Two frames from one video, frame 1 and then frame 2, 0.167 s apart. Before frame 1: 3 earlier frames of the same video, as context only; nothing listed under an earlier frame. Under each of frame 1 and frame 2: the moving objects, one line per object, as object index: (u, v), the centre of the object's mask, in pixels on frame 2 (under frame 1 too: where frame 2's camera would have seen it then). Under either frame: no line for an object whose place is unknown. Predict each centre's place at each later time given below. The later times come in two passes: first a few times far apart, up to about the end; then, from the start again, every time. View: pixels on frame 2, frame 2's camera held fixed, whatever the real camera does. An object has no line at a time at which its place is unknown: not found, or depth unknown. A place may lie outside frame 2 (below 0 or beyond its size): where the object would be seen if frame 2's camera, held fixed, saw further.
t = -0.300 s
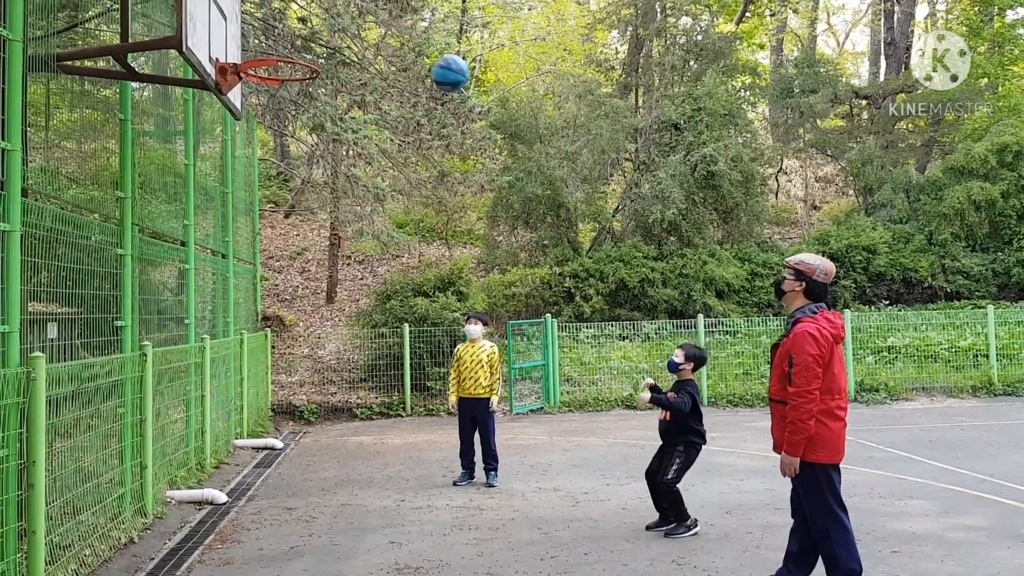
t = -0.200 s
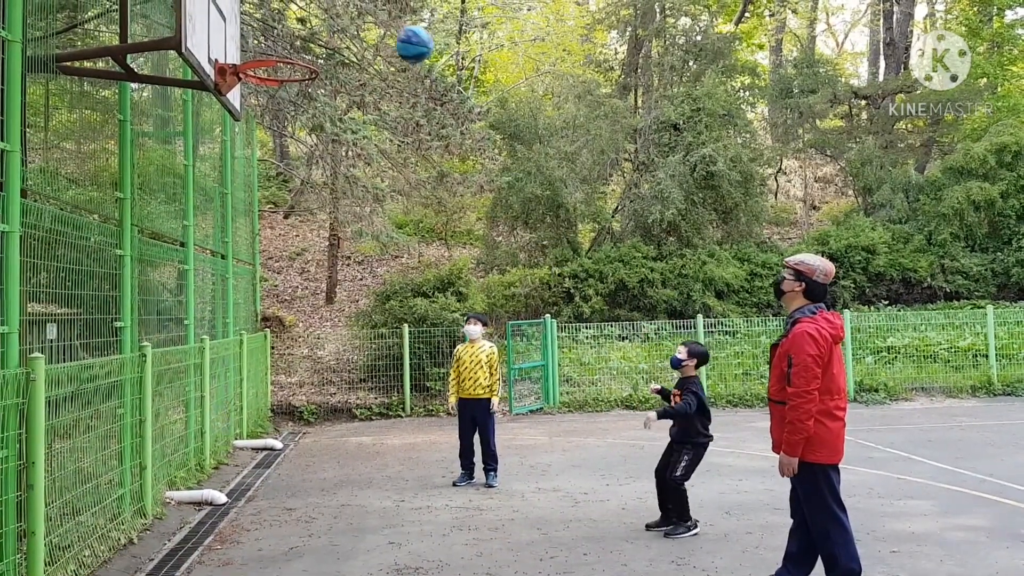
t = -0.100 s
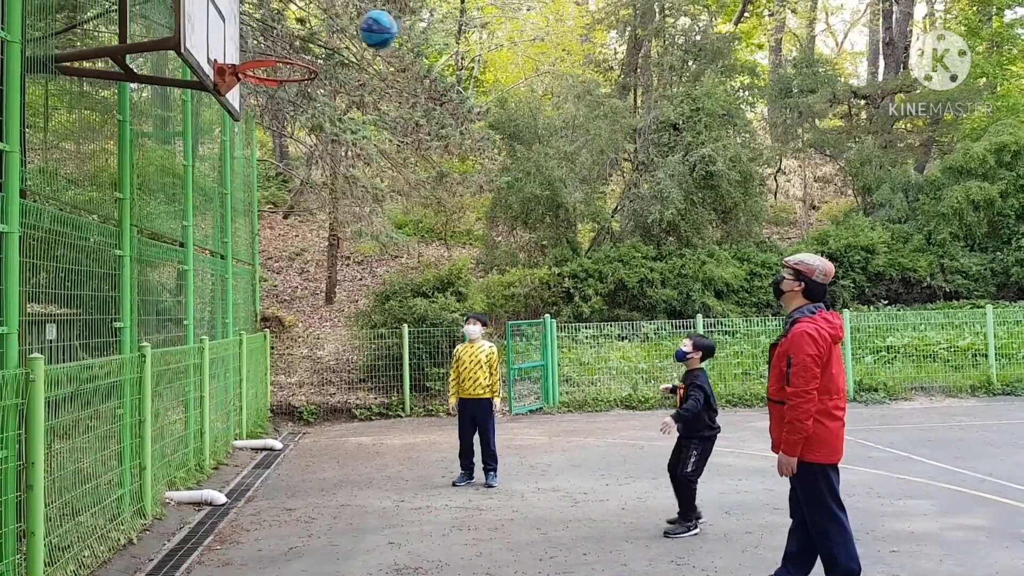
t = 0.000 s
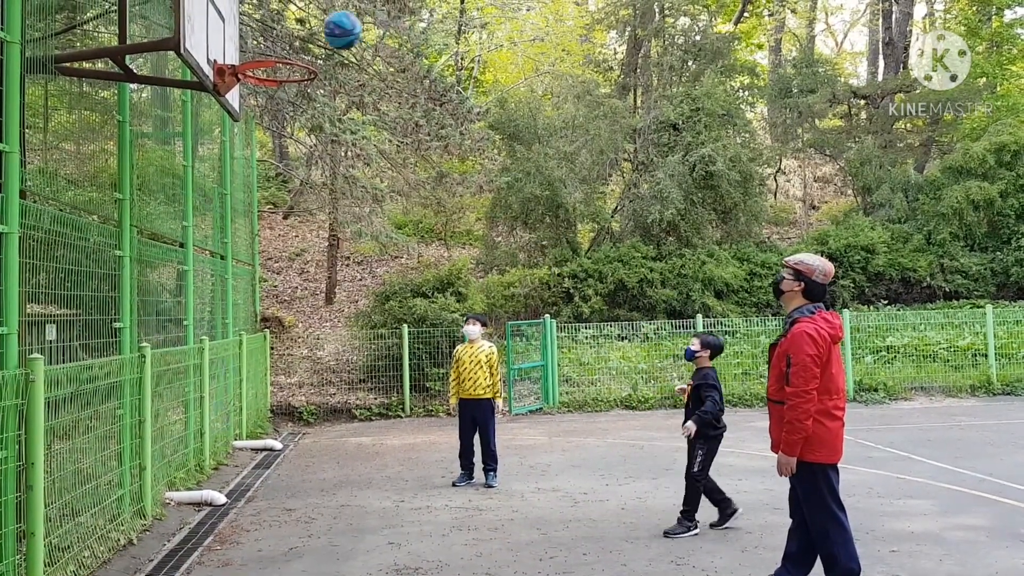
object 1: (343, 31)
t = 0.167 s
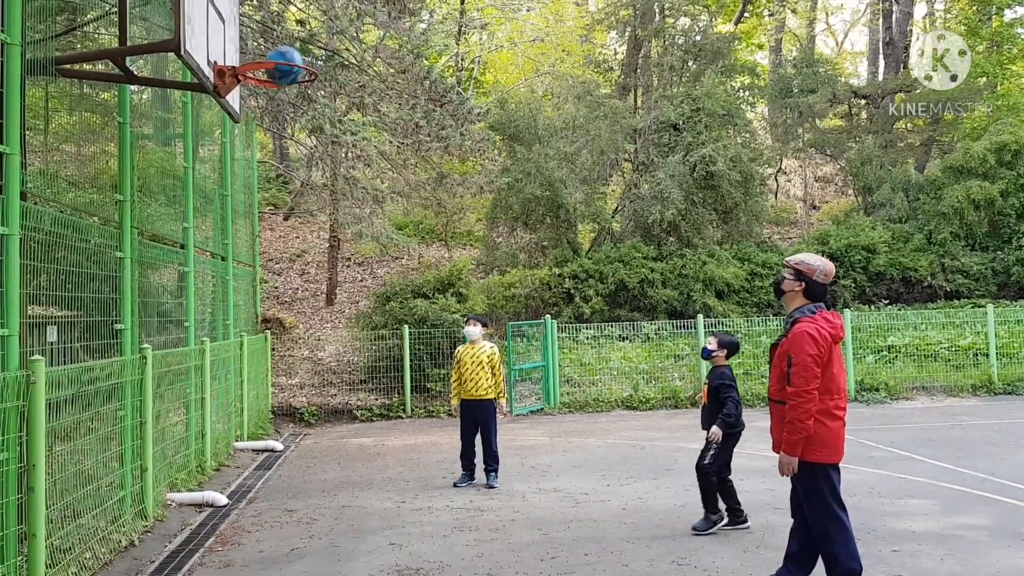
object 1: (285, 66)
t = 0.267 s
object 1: (256, 94)
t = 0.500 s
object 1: (256, 117)
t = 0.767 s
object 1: (269, 243)
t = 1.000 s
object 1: (281, 449)
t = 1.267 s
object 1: (291, 415)
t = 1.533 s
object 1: (302, 316)
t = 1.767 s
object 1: (313, 318)
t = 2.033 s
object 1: (327, 431)
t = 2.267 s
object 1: (337, 499)
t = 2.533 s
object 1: (350, 409)
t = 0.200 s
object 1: (274, 81)
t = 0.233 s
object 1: (262, 91)
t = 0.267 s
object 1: (256, 94)
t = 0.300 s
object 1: (253, 94)
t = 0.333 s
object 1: (253, 95)
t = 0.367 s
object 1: (252, 96)
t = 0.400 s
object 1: (253, 99)
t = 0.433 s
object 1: (254, 103)
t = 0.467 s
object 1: (255, 109)
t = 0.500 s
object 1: (256, 117)
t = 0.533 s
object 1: (258, 127)
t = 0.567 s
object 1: (259, 138)
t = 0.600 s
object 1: (261, 151)
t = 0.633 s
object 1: (262, 167)
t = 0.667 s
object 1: (264, 182)
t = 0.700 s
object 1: (265, 201)
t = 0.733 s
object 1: (267, 221)
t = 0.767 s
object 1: (269, 243)
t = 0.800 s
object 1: (270, 267)
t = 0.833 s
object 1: (272, 293)
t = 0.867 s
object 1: (274, 321)
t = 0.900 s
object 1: (276, 349)
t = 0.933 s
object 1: (277, 381)
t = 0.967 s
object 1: (279, 414)
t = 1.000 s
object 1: (281, 449)
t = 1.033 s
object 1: (282, 487)
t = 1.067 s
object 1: (284, 528)
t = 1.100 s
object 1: (286, 534)
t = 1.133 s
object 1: (287, 506)
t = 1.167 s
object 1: (288, 481)
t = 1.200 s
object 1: (289, 458)
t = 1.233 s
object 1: (290, 435)
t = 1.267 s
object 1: (291, 415)
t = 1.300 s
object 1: (292, 398)
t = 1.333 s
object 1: (294, 380)
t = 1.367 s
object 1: (295, 365)
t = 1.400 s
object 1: (296, 352)
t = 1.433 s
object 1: (298, 340)
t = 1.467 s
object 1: (299, 330)
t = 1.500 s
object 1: (301, 322)
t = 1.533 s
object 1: (302, 316)
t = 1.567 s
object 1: (304, 310)
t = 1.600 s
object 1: (305, 307)
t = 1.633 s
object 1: (307, 306)
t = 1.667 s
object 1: (308, 306)
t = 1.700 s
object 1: (310, 309)
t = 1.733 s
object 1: (312, 312)
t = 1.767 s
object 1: (313, 318)
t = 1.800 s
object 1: (315, 326)
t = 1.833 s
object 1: (317, 335)
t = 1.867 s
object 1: (318, 346)
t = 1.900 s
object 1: (320, 359)
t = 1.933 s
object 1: (323, 374)
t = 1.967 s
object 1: (325, 391)
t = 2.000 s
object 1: (327, 410)
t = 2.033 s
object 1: (327, 431)
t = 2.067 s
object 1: (329, 454)
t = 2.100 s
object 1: (330, 478)
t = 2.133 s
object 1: (332, 505)
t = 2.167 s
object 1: (333, 535)
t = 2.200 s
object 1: (334, 541)
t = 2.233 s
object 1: (336, 519)
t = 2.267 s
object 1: (337, 499)
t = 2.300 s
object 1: (339, 482)
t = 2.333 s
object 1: (341, 466)
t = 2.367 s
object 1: (341, 452)
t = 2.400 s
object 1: (343, 440)
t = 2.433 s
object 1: (344, 429)
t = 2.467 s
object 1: (347, 421)
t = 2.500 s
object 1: (348, 414)
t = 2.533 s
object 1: (350, 409)
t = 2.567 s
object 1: (351, 405)
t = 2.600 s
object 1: (353, 404)
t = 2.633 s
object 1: (354, 404)
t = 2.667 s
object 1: (356, 406)
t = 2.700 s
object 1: (358, 410)
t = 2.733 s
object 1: (361, 416)
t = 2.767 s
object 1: (362, 424)
